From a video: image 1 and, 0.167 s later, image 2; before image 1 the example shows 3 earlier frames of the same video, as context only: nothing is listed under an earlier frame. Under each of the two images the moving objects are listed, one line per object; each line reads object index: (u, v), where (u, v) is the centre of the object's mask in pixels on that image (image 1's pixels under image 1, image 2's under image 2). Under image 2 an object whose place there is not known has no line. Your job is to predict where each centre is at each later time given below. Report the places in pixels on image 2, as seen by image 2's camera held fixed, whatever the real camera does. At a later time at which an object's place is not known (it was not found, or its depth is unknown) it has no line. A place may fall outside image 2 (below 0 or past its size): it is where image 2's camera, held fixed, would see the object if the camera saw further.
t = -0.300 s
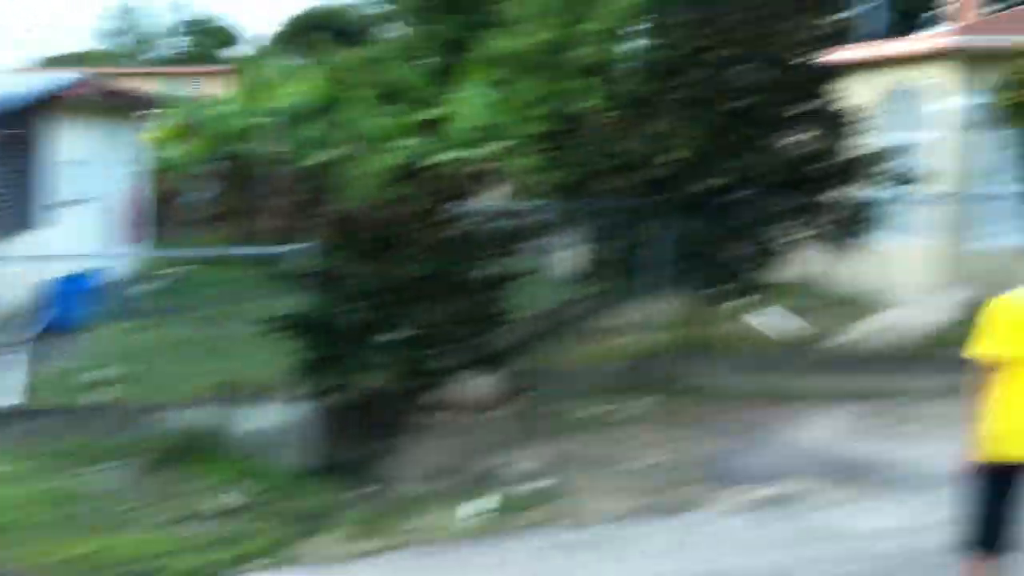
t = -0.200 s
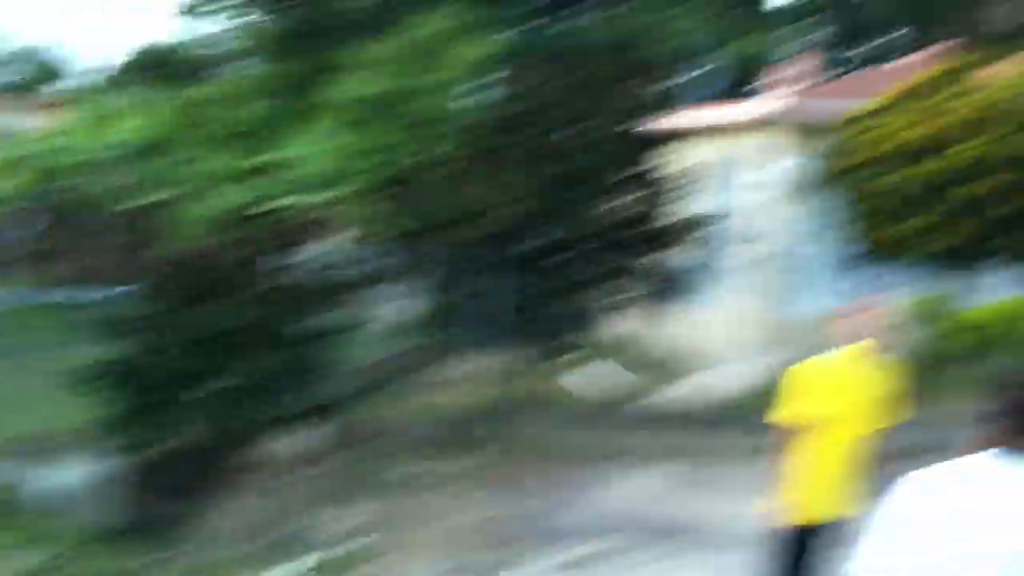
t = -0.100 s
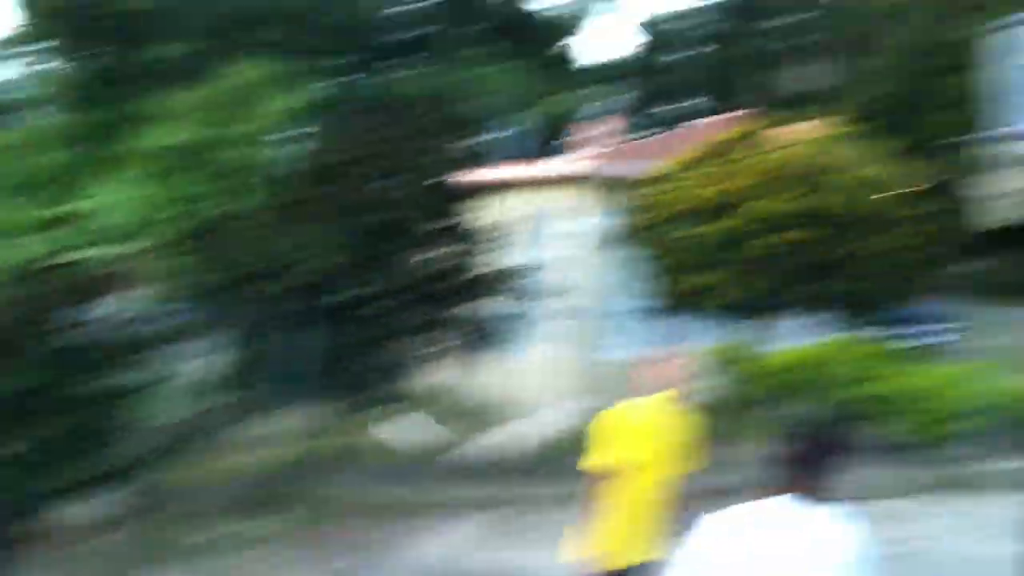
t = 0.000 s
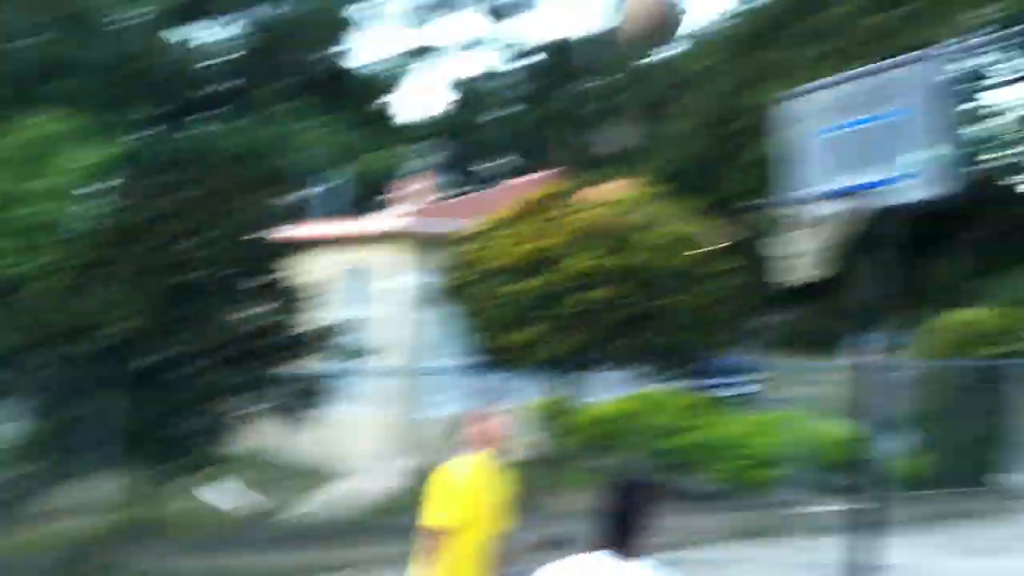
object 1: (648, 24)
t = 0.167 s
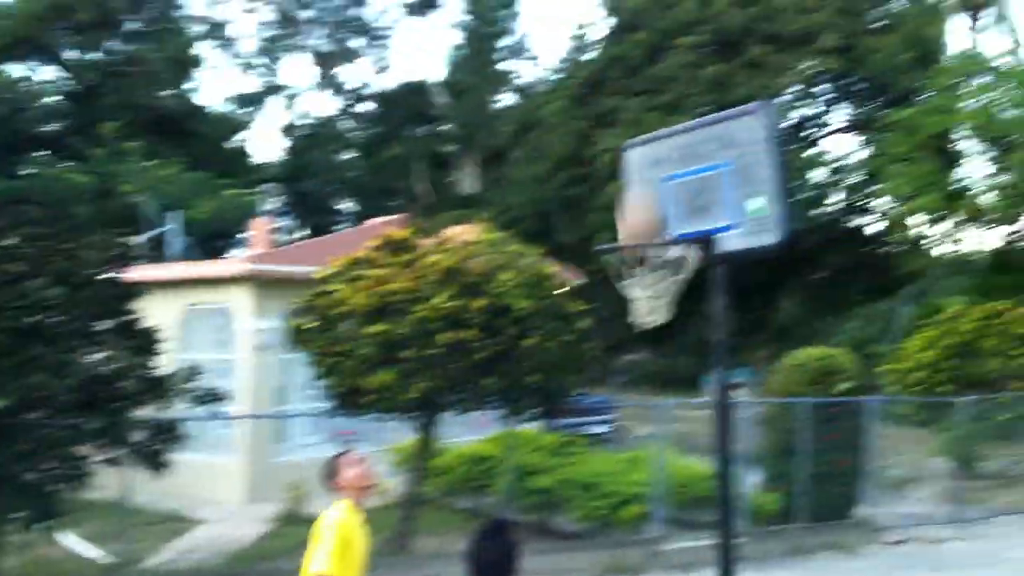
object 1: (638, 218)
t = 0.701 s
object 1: (586, 226)
